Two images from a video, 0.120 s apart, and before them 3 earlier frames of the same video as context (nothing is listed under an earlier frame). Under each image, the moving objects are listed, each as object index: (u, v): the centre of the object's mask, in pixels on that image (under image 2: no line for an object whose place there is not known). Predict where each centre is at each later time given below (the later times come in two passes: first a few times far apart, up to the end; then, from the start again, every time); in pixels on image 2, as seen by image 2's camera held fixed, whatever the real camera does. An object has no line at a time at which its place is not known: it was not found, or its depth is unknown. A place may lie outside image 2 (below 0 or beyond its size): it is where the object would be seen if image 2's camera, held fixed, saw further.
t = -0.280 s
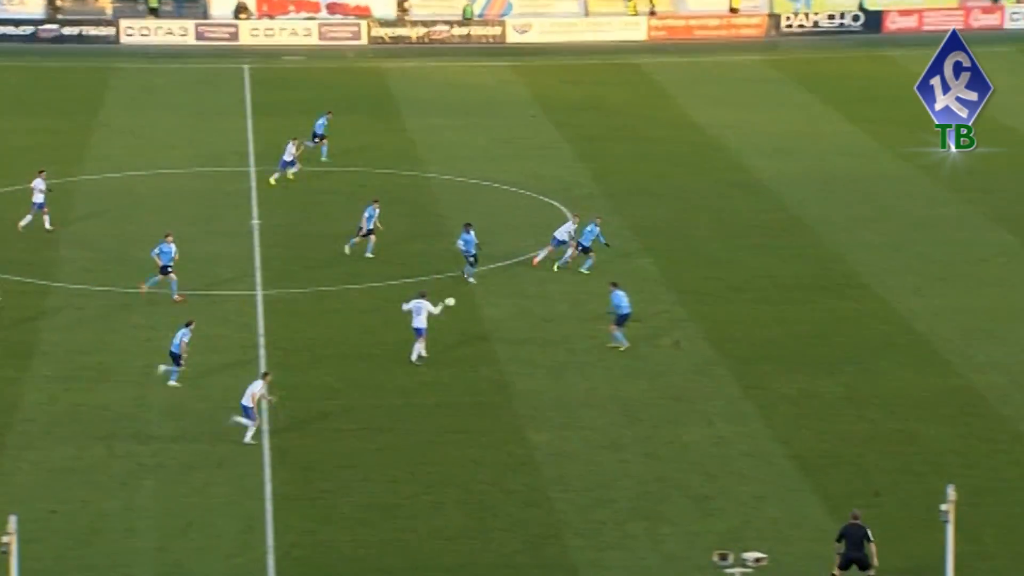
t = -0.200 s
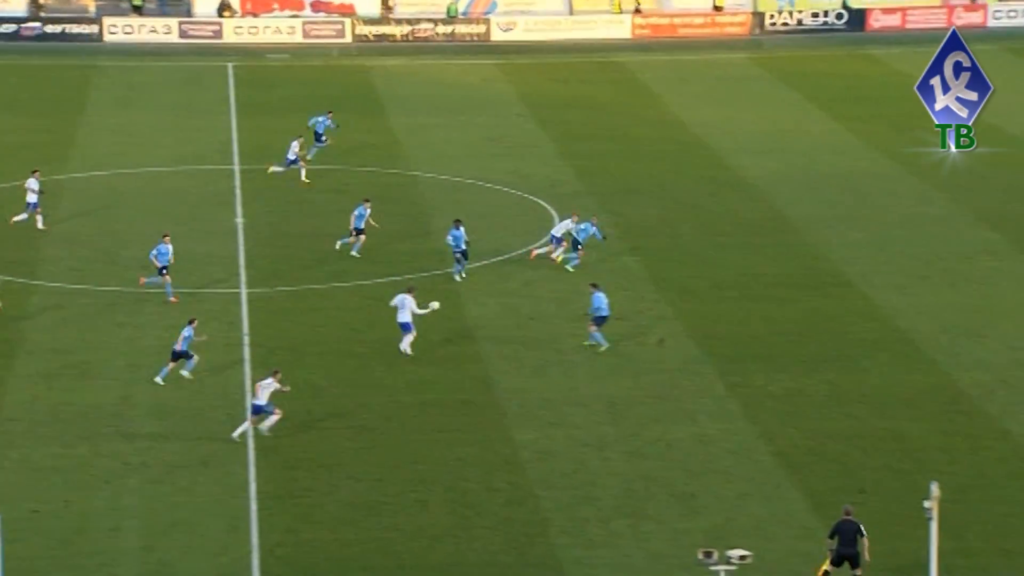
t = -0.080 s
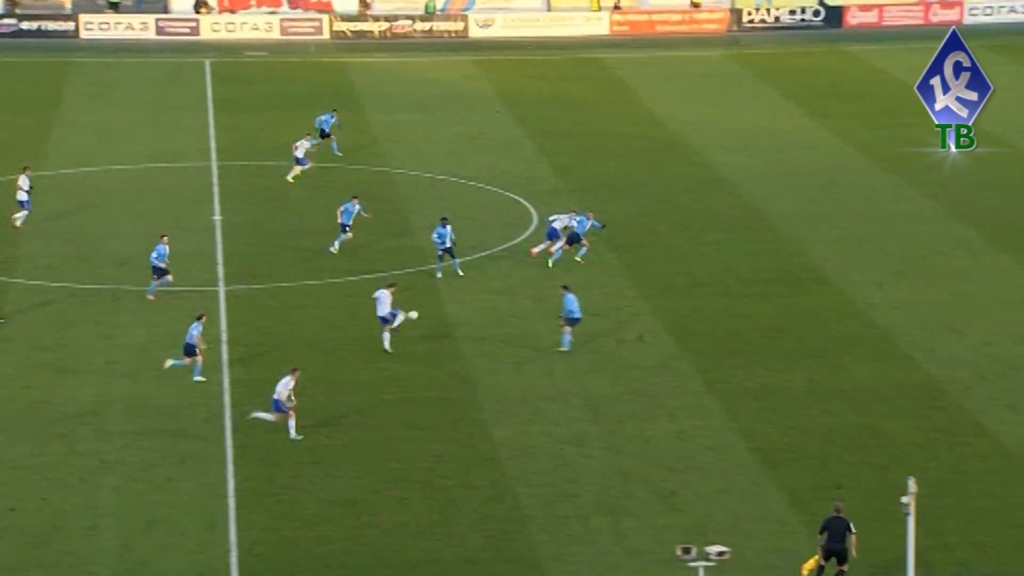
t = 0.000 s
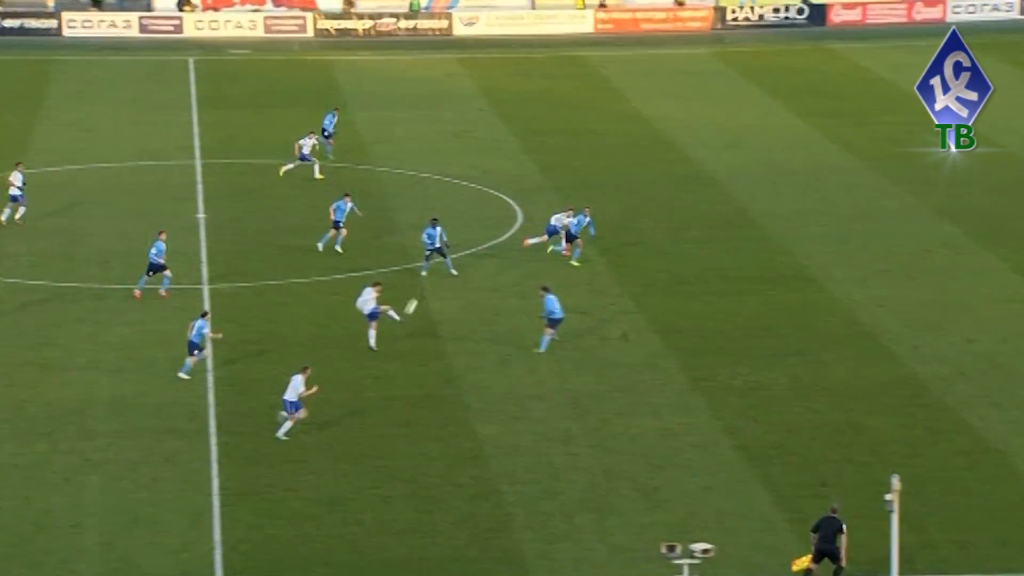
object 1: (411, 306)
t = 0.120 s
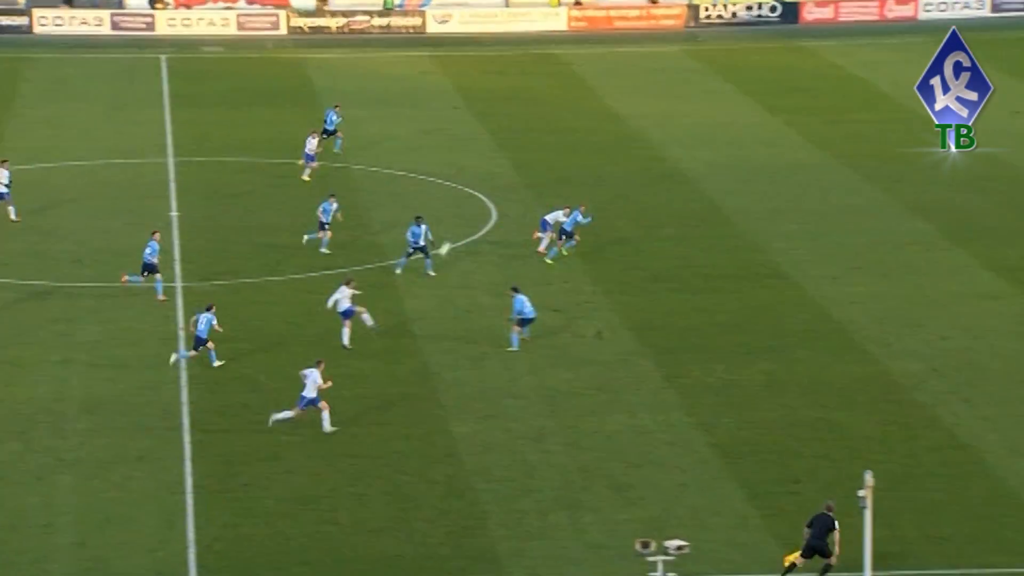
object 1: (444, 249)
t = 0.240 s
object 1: (502, 201)
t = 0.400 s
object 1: (577, 149)
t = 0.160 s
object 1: (464, 232)
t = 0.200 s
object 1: (483, 217)
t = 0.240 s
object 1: (502, 201)
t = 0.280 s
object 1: (521, 187)
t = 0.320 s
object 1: (540, 173)
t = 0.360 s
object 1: (559, 161)
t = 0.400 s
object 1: (577, 149)
